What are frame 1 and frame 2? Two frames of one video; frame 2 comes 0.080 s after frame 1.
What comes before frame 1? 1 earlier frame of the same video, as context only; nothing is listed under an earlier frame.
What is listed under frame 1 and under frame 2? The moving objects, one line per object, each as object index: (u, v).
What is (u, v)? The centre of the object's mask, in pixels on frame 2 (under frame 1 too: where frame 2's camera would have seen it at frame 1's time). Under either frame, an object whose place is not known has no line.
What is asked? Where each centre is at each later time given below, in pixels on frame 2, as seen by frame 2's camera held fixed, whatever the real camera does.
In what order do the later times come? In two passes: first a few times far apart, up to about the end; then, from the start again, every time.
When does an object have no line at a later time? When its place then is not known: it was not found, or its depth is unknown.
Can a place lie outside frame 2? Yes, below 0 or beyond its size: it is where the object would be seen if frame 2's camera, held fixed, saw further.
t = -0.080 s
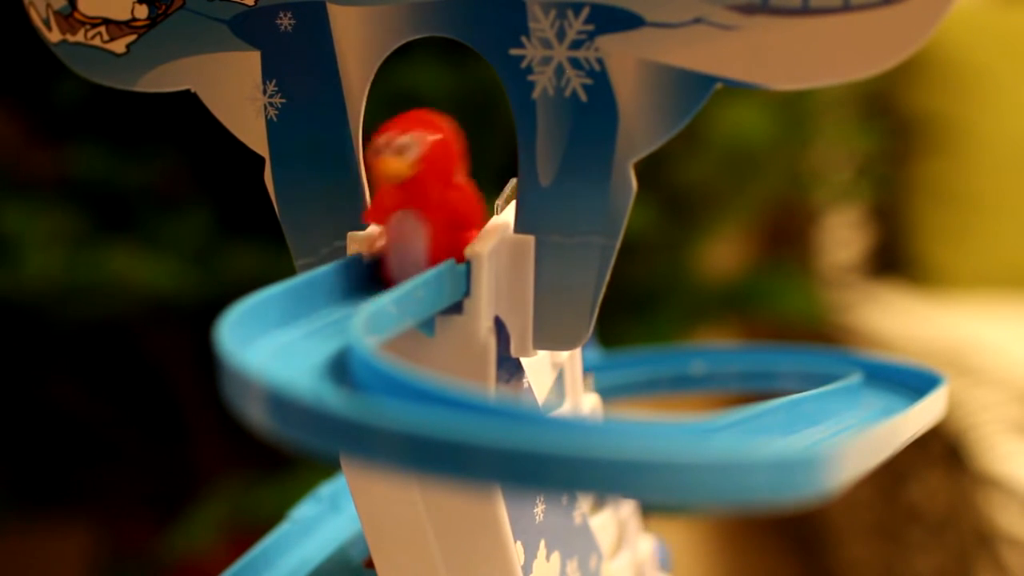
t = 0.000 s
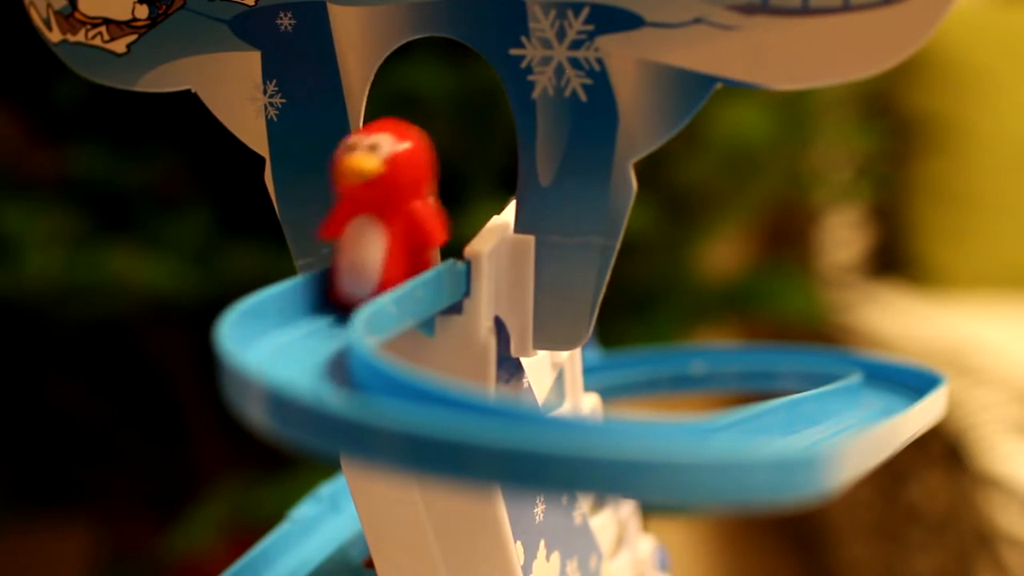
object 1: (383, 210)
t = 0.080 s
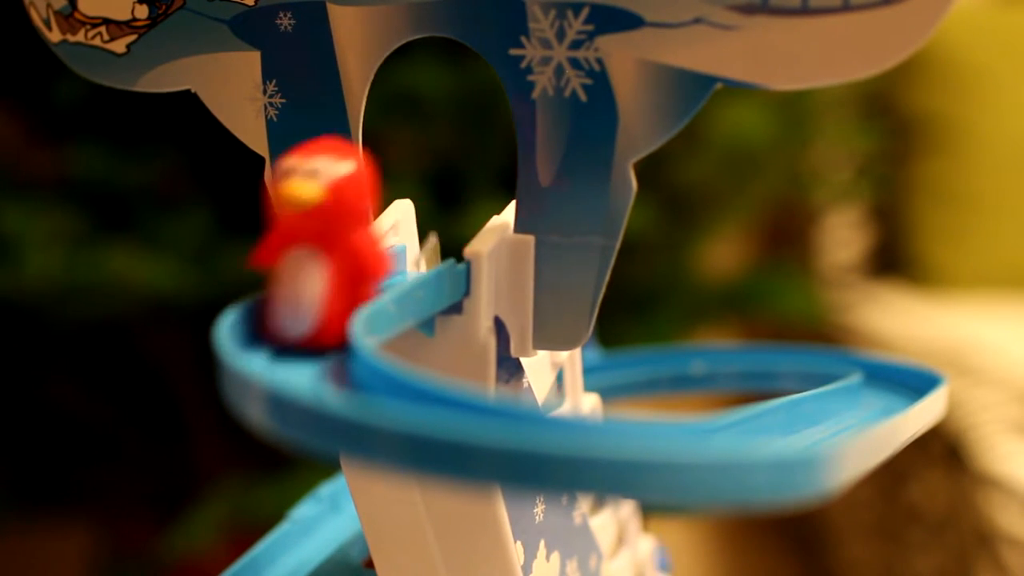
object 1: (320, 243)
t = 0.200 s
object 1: (316, 291)
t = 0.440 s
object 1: (815, 354)
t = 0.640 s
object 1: (878, 349)
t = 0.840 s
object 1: (857, 321)
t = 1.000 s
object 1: (638, 323)
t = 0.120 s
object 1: (289, 260)
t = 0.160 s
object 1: (284, 273)
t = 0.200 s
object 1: (316, 291)
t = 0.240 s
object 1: (390, 312)
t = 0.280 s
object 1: (501, 319)
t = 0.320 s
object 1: (625, 333)
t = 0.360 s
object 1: (729, 344)
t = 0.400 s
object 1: (792, 352)
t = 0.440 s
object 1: (815, 354)
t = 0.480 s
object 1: (816, 353)
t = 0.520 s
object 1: (837, 354)
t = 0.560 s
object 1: (855, 353)
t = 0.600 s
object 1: (869, 351)
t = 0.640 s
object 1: (878, 349)
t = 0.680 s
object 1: (887, 346)
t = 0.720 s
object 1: (894, 343)
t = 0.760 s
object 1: (902, 337)
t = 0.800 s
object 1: (894, 332)
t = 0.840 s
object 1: (857, 321)
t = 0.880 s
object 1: (806, 315)
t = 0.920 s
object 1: (755, 315)
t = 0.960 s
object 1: (697, 316)
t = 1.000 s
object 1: (638, 323)
